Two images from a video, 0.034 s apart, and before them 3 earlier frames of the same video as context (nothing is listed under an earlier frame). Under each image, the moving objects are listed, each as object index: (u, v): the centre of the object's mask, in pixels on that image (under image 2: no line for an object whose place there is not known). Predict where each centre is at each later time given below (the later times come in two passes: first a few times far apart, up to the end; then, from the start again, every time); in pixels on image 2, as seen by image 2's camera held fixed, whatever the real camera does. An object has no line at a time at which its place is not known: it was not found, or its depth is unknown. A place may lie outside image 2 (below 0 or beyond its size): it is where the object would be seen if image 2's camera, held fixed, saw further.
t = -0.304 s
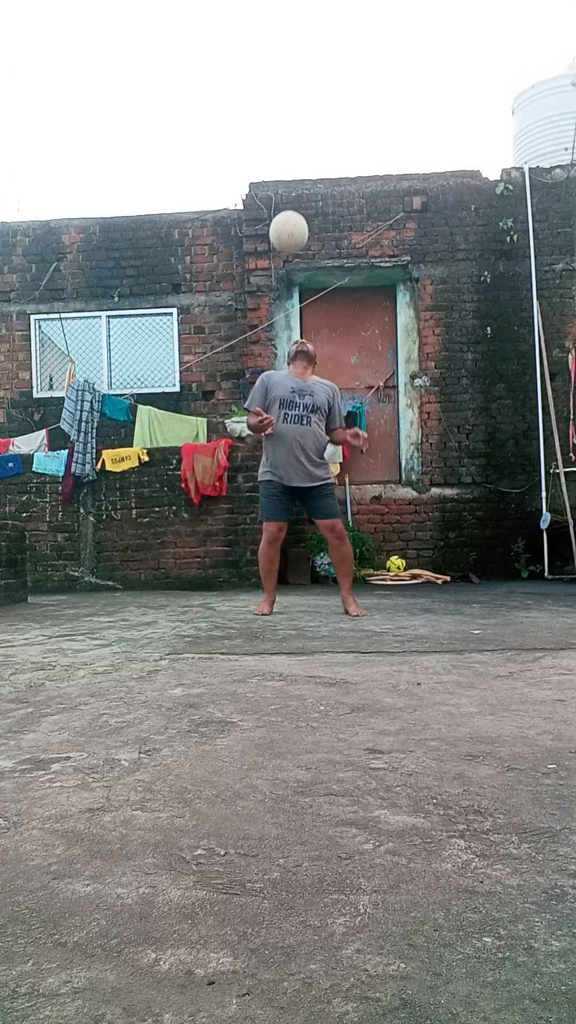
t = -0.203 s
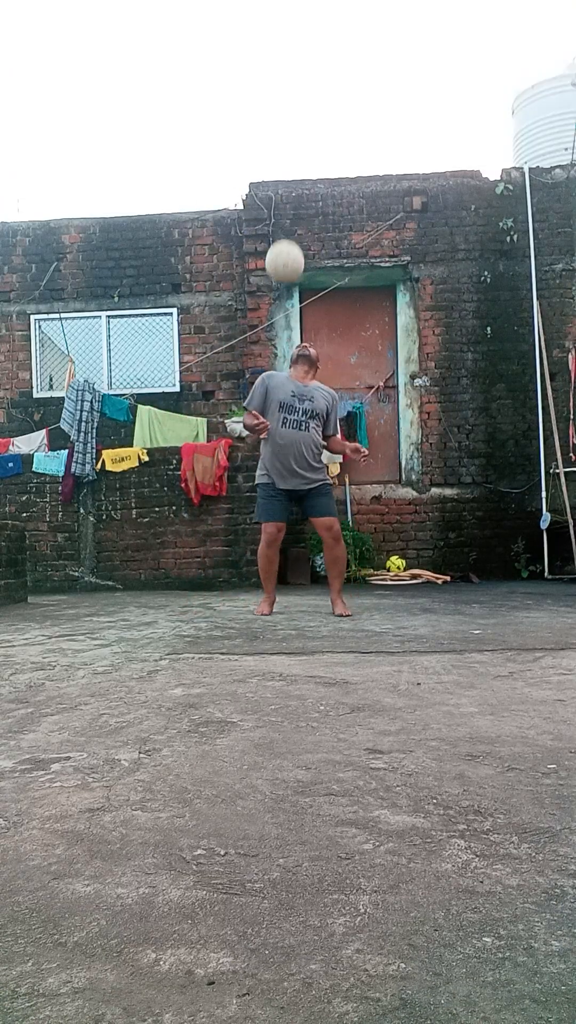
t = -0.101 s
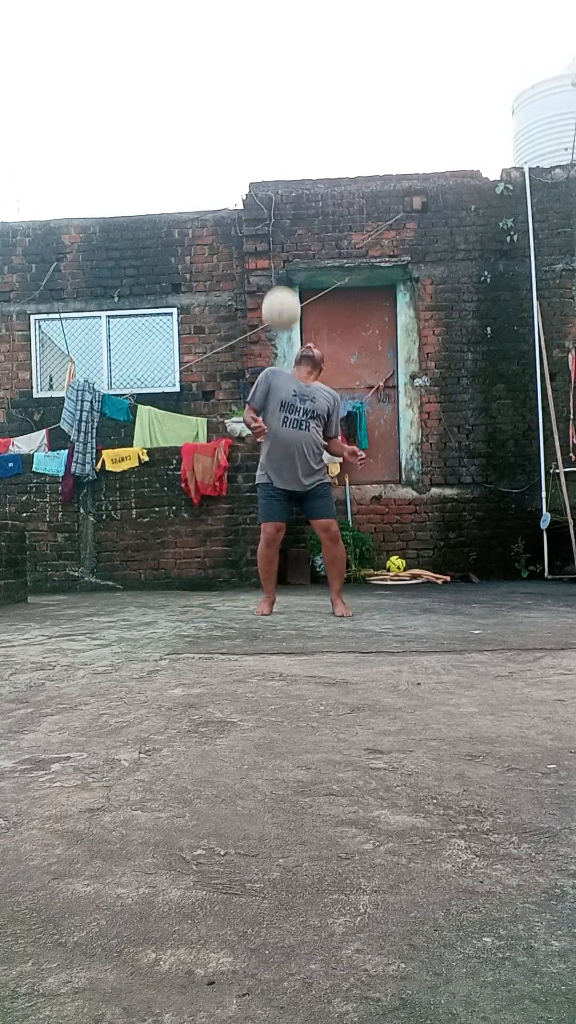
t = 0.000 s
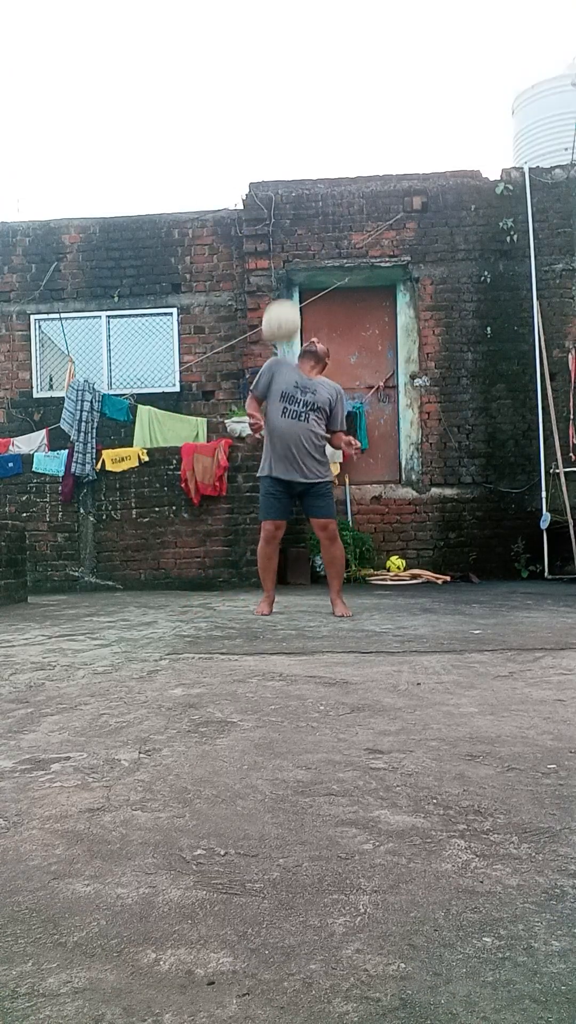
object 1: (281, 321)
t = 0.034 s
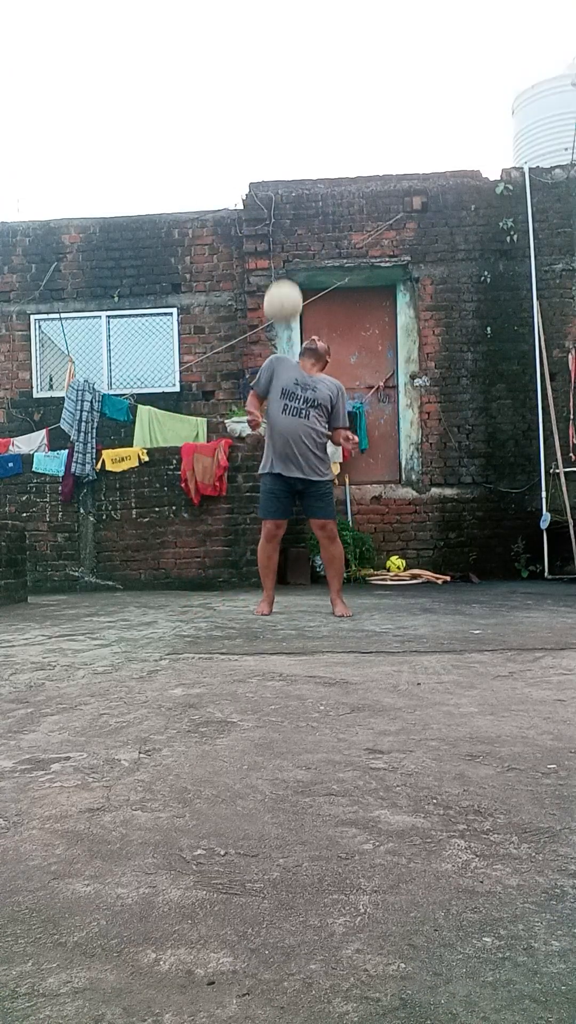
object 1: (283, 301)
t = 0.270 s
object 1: (296, 219)
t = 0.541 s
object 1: (314, 238)
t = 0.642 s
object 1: (321, 277)
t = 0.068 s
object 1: (284, 284)
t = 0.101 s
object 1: (286, 268)
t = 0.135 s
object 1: (288, 254)
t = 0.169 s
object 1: (290, 242)
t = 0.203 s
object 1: (292, 233)
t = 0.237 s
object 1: (294, 224)
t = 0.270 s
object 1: (296, 219)
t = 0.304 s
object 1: (298, 214)
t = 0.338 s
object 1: (300, 212)
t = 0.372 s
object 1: (302, 212)
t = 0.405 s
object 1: (304, 213)
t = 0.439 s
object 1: (306, 216)
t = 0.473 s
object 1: (309, 221)
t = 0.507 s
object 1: (311, 228)
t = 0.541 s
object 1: (314, 238)
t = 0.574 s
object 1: (316, 249)
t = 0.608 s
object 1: (319, 263)
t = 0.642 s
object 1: (321, 277)
